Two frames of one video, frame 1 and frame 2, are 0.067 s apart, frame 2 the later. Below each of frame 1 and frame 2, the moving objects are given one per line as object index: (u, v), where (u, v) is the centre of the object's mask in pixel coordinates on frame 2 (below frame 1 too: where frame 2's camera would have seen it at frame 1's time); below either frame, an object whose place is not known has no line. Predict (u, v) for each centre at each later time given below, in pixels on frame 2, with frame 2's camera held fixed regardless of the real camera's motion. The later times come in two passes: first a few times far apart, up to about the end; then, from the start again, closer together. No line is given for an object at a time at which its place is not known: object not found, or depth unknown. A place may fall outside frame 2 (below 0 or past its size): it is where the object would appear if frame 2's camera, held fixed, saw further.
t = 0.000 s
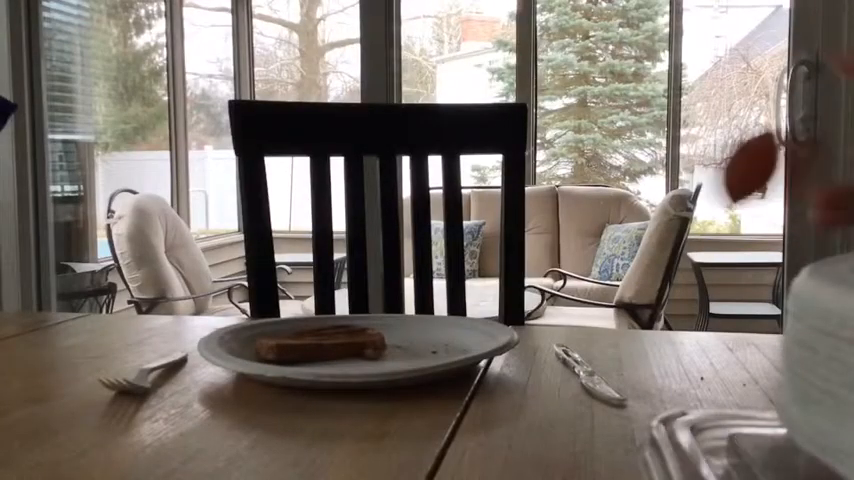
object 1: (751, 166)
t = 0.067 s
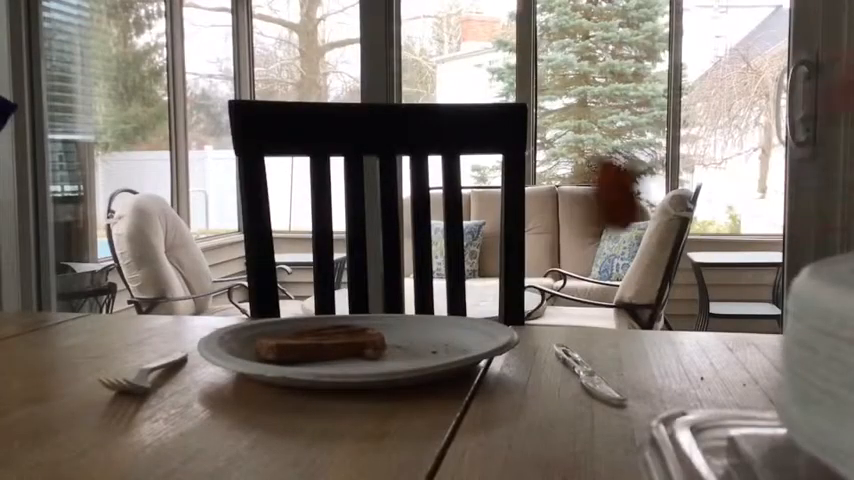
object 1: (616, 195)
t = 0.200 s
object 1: (443, 294)
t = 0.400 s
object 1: (353, 310)
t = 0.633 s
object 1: (343, 346)
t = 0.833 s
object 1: (347, 348)
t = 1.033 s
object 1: (346, 348)
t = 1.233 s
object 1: (345, 348)
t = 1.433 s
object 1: (345, 348)
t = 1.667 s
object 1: (345, 349)
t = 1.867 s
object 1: (345, 349)
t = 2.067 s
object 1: (346, 348)
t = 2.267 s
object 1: (345, 348)
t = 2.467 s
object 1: (345, 348)
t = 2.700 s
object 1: (345, 348)
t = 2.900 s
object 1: (345, 348)
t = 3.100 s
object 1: (345, 348)
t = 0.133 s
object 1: (507, 275)
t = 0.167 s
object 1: (464, 336)
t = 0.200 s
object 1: (443, 294)
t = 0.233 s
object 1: (432, 262)
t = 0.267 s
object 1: (412, 243)
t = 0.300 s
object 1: (399, 239)
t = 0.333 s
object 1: (381, 249)
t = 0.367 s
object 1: (371, 270)
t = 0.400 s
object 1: (353, 310)
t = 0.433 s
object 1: (344, 339)
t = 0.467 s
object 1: (340, 340)
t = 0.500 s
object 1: (338, 344)
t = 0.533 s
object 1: (339, 344)
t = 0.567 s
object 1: (341, 344)
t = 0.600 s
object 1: (343, 346)
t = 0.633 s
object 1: (343, 346)
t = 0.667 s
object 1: (343, 347)
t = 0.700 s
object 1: (344, 348)
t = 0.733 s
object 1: (344, 348)
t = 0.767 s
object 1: (345, 348)
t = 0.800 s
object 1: (346, 348)
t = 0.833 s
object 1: (347, 348)
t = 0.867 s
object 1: (346, 348)
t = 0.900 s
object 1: (346, 348)
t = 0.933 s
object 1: (345, 348)
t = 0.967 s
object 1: (345, 348)
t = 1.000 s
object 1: (346, 348)
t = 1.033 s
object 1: (346, 348)
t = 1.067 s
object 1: (345, 348)
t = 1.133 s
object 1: (345, 348)
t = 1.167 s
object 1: (346, 348)
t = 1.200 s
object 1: (346, 348)
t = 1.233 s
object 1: (345, 348)
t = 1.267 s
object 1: (345, 348)
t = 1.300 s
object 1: (345, 348)
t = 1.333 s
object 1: (345, 348)
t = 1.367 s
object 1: (345, 348)
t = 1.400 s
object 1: (345, 348)
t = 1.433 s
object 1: (345, 348)
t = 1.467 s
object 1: (345, 348)
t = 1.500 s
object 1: (345, 348)
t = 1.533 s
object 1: (345, 348)
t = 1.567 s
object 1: (345, 348)
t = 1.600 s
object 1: (345, 348)
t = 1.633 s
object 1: (345, 348)
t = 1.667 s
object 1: (345, 349)
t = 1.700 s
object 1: (345, 349)
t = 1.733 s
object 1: (345, 348)
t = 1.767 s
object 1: (346, 348)
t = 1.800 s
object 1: (346, 348)
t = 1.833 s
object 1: (345, 348)
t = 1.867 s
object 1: (345, 349)
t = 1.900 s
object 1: (345, 349)
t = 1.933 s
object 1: (345, 349)
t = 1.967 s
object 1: (345, 348)
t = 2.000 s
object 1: (345, 348)
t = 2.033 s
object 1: (345, 348)
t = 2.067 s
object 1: (346, 348)
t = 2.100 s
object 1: (345, 349)
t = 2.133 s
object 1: (345, 348)
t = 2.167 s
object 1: (345, 348)
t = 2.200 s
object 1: (346, 348)
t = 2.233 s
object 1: (345, 348)
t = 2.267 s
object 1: (345, 348)
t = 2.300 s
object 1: (346, 348)
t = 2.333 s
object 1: (346, 348)
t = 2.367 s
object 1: (345, 348)
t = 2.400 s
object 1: (345, 349)
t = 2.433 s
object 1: (345, 348)
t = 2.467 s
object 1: (345, 348)
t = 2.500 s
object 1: (345, 348)
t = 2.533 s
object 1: (345, 348)
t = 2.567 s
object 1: (346, 348)
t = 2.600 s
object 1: (345, 348)
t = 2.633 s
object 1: (345, 348)
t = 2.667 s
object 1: (345, 349)
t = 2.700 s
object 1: (345, 348)
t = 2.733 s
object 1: (345, 348)
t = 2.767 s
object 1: (345, 348)
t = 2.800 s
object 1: (345, 349)
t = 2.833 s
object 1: (345, 348)
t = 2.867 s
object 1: (345, 348)
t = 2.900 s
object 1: (345, 348)
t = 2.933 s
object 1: (345, 349)
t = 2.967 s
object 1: (345, 348)
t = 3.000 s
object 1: (345, 349)
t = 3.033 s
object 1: (345, 349)
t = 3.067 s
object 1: (345, 349)
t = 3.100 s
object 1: (345, 348)
